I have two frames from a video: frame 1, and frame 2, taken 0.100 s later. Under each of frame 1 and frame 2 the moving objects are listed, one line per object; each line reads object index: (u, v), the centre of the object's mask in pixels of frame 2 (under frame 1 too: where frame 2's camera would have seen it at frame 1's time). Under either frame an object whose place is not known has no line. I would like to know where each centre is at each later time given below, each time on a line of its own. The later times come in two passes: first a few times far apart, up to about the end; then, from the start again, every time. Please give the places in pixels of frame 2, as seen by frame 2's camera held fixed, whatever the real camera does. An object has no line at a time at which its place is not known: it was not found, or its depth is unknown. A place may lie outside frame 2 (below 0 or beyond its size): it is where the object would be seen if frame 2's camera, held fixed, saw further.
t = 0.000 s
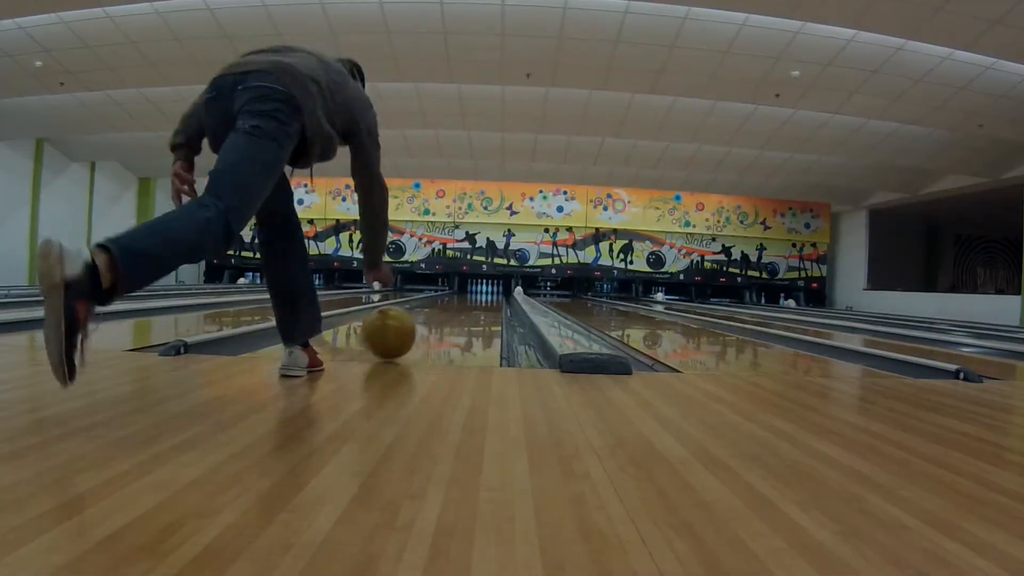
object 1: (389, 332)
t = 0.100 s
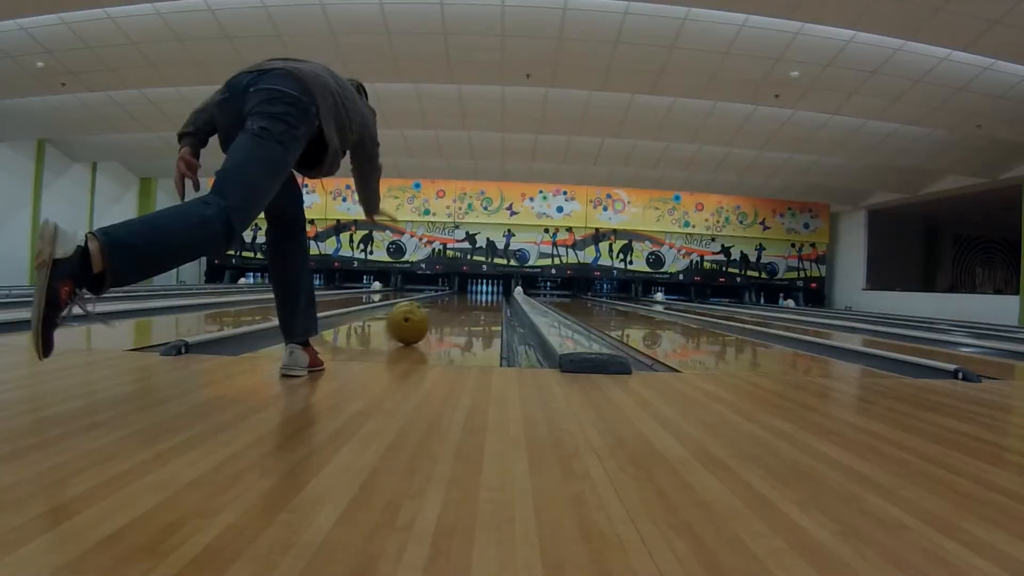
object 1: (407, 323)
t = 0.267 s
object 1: (427, 312)
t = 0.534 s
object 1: (444, 304)
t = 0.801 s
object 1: (453, 299)
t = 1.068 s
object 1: (460, 296)
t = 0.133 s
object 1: (412, 320)
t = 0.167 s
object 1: (417, 318)
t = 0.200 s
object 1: (421, 316)
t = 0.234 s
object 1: (424, 314)
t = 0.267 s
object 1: (427, 312)
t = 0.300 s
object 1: (430, 311)
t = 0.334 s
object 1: (432, 310)
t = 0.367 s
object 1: (434, 308)
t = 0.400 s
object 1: (437, 307)
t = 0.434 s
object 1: (439, 306)
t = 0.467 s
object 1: (441, 305)
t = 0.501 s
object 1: (442, 304)
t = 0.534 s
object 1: (444, 304)
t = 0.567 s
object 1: (445, 303)
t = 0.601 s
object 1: (447, 302)
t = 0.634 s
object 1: (448, 301)
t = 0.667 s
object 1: (449, 301)
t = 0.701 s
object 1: (450, 300)
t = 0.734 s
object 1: (451, 300)
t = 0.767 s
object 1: (452, 300)
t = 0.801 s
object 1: (453, 299)
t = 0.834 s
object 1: (454, 298)
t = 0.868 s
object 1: (455, 298)
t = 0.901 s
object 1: (456, 297)
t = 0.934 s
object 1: (457, 297)
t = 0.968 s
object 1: (457, 296)
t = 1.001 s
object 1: (458, 296)
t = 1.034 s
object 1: (459, 296)
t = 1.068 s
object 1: (460, 296)
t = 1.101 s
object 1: (460, 295)
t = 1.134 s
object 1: (461, 295)
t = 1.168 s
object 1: (461, 295)
